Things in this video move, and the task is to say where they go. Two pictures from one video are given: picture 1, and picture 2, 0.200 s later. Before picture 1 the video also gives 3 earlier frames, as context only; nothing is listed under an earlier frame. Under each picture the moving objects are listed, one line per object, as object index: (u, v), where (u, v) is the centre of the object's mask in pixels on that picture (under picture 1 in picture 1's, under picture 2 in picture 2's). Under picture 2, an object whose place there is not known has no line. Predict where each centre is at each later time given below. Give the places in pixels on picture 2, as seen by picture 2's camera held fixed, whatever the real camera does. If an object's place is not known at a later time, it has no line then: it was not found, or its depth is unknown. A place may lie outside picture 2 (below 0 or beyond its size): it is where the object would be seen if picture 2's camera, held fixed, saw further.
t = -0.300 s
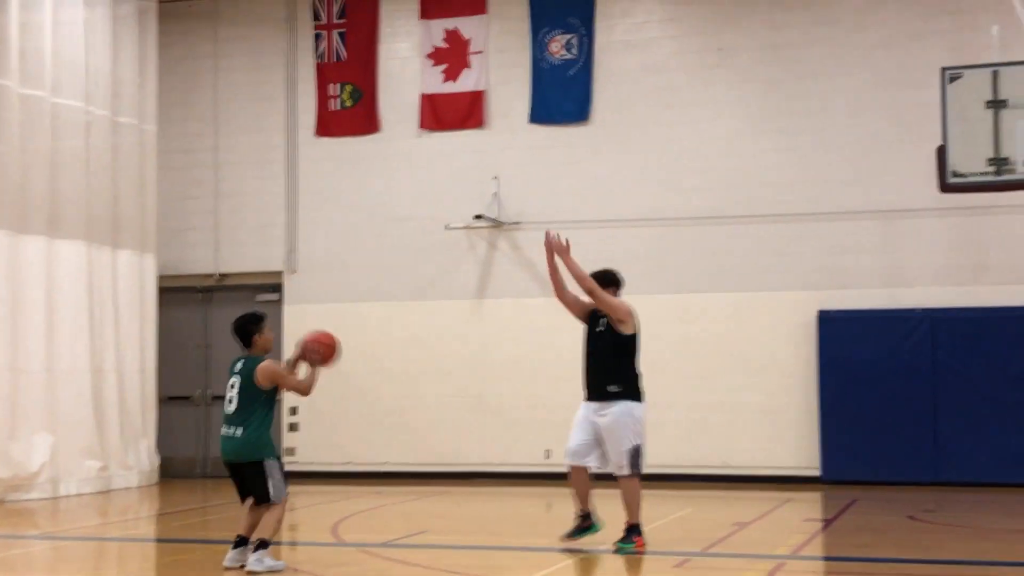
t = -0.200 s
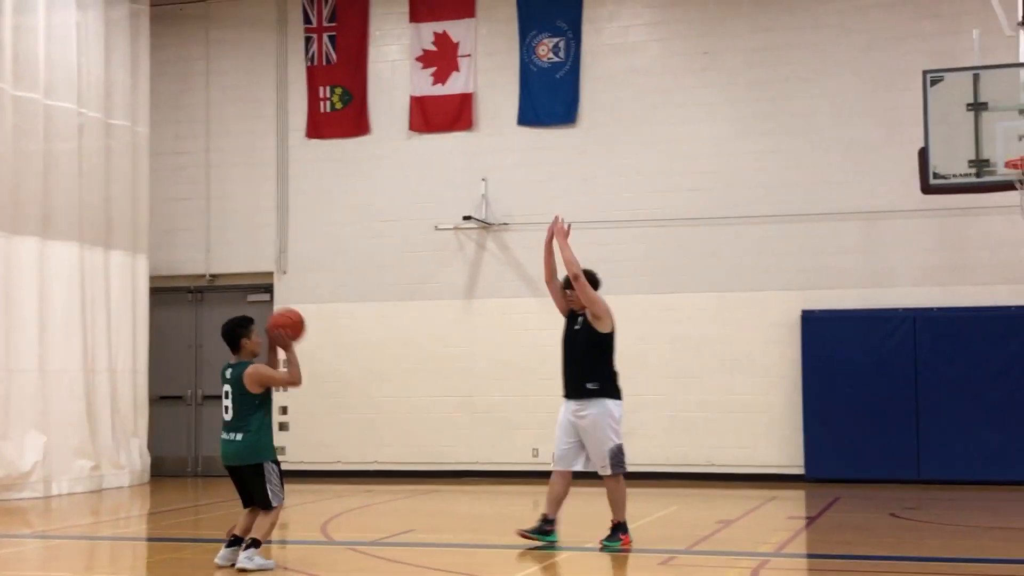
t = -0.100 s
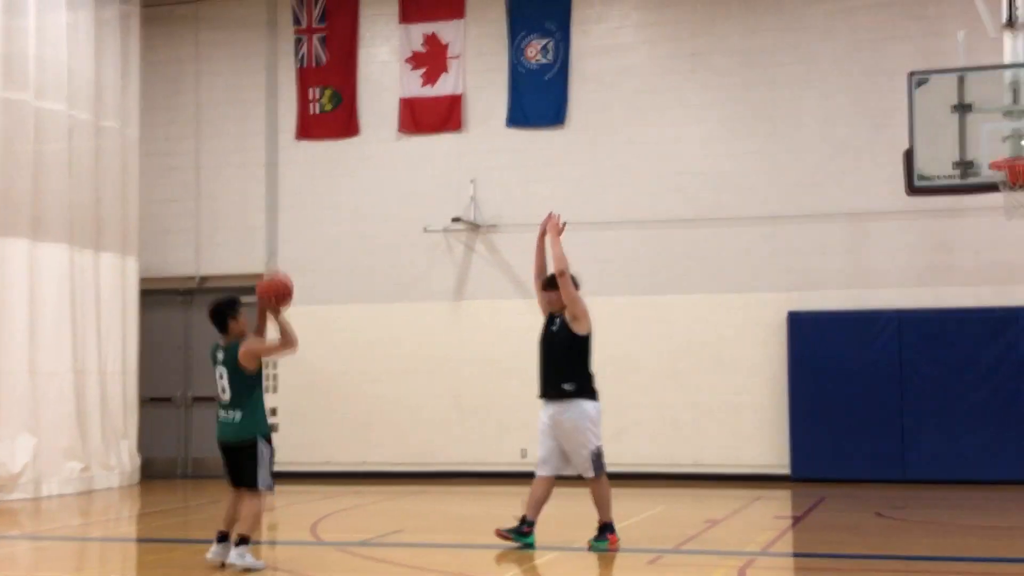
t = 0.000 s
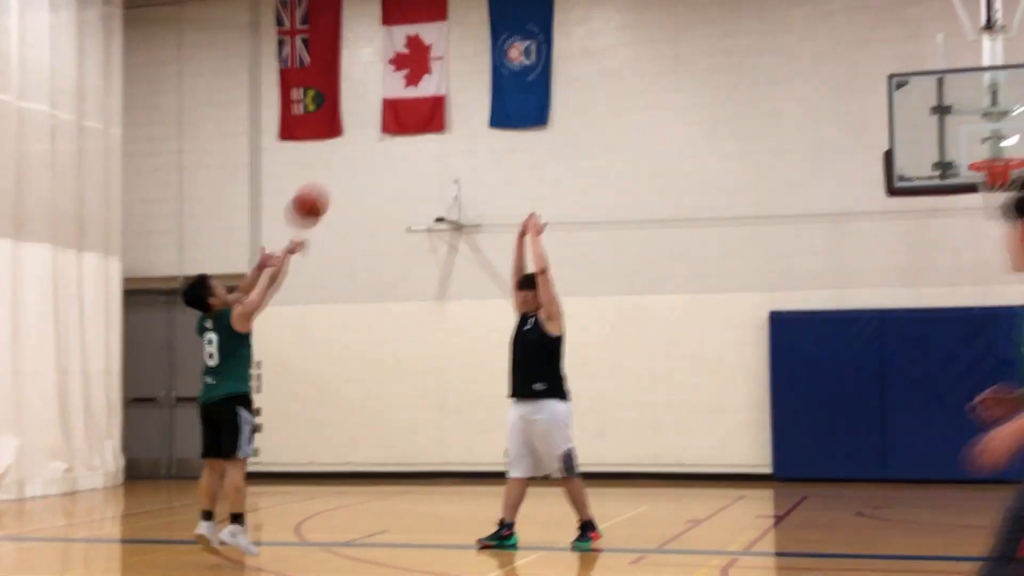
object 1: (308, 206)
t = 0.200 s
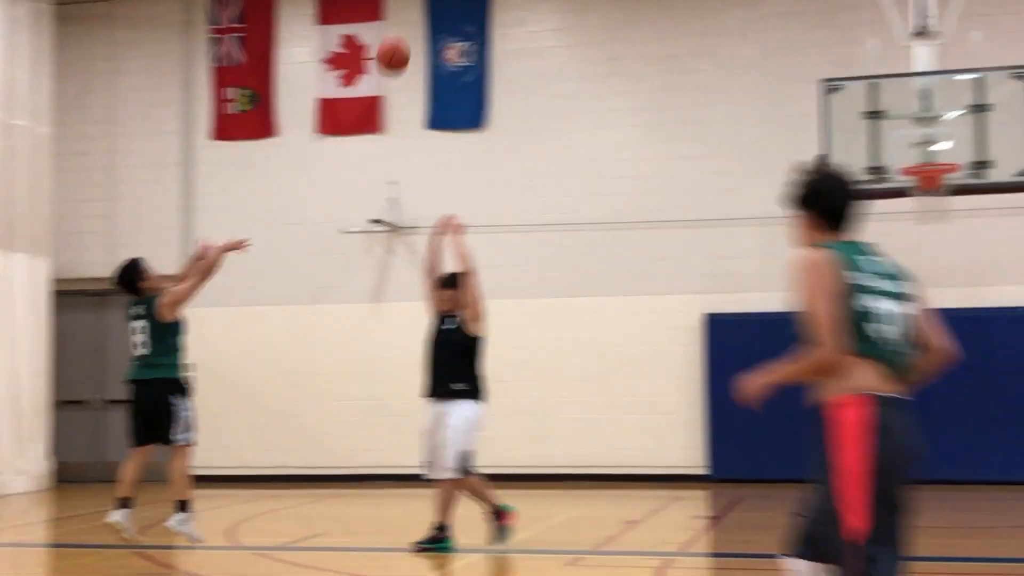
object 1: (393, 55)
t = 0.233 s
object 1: (416, 37)
